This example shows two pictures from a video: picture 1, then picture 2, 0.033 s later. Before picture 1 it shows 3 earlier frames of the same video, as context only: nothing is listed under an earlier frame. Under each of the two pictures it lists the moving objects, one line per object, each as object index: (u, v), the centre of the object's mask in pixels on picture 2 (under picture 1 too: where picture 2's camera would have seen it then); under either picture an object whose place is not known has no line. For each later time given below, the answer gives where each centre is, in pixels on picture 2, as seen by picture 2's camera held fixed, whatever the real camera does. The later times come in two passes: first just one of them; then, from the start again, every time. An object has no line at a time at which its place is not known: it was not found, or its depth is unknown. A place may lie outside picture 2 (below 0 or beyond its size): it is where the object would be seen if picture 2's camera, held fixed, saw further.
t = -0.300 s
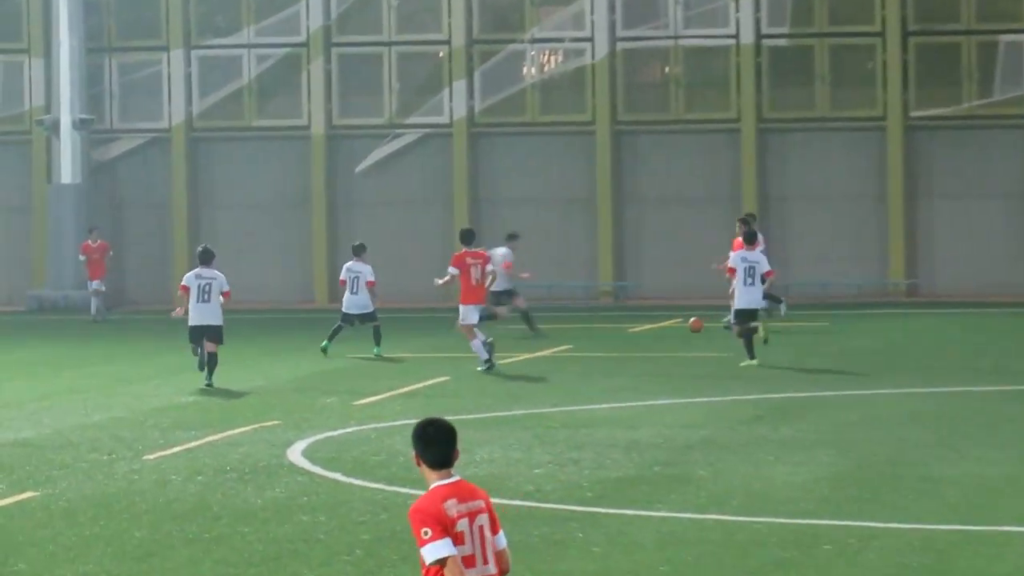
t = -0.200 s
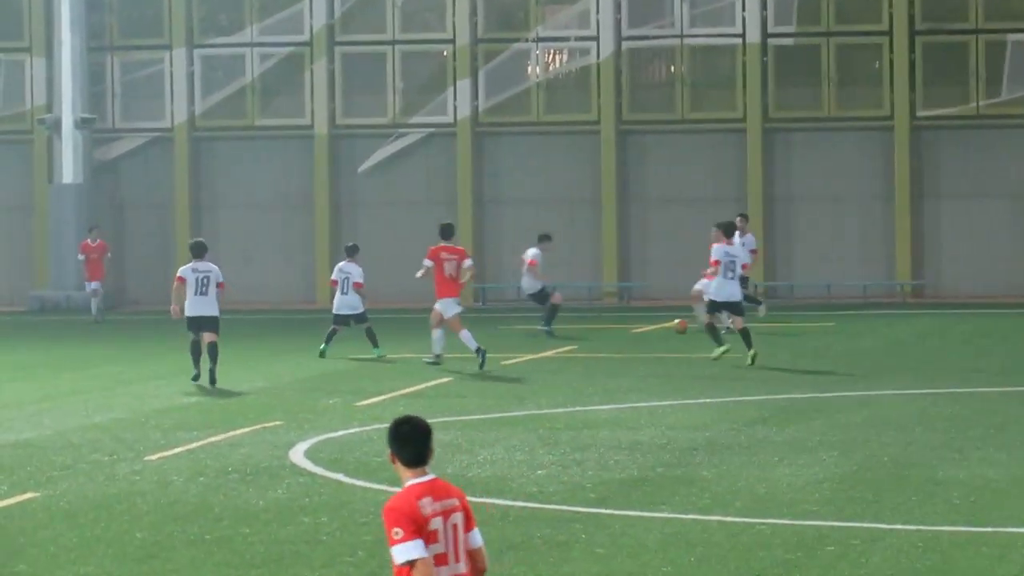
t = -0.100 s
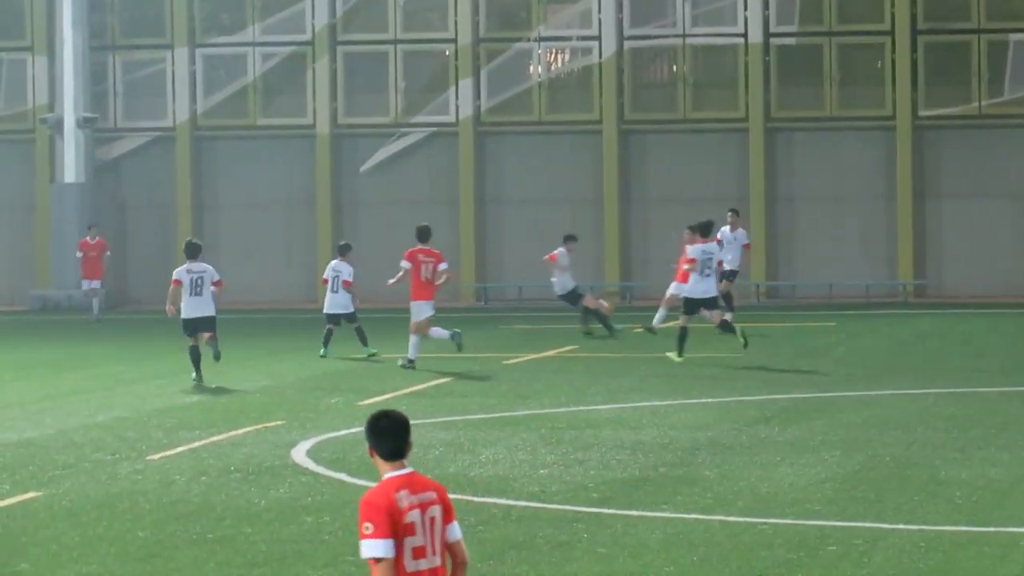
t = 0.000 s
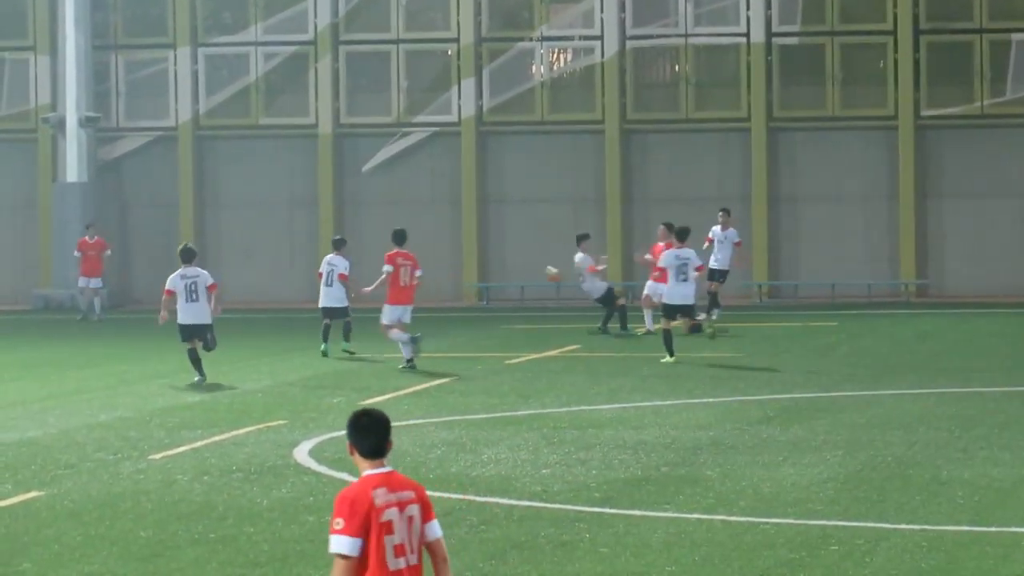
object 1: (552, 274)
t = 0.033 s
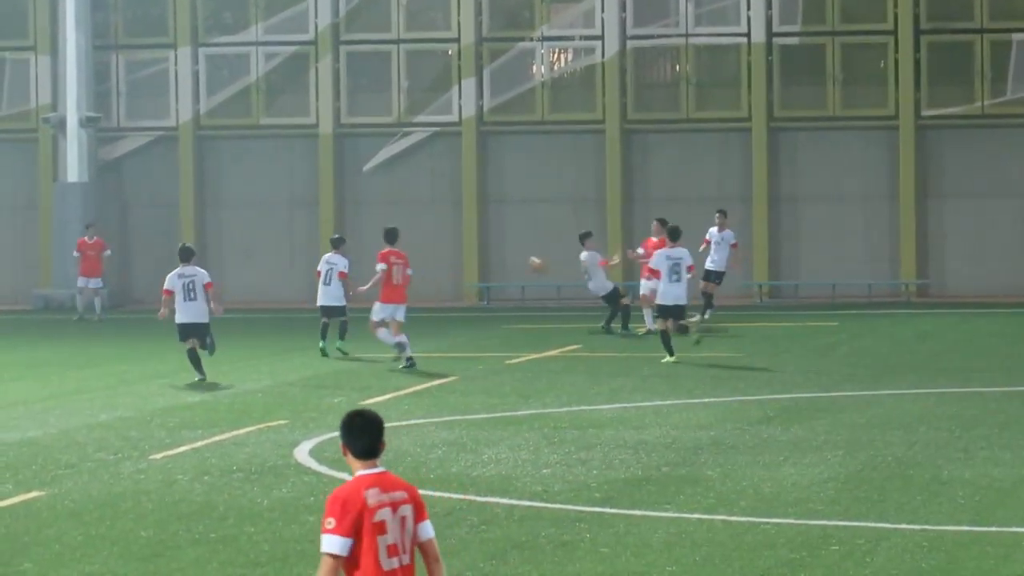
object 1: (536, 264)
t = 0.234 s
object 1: (427, 229)
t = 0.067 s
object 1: (518, 256)
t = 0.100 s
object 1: (501, 249)
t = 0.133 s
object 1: (482, 241)
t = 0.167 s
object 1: (464, 237)
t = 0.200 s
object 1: (447, 232)
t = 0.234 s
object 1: (427, 229)
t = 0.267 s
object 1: (410, 225)
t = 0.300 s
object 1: (394, 223)
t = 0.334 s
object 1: (375, 222)
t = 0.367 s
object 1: (360, 219)
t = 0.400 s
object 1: (343, 220)
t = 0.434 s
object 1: (328, 223)
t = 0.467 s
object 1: (311, 224)
